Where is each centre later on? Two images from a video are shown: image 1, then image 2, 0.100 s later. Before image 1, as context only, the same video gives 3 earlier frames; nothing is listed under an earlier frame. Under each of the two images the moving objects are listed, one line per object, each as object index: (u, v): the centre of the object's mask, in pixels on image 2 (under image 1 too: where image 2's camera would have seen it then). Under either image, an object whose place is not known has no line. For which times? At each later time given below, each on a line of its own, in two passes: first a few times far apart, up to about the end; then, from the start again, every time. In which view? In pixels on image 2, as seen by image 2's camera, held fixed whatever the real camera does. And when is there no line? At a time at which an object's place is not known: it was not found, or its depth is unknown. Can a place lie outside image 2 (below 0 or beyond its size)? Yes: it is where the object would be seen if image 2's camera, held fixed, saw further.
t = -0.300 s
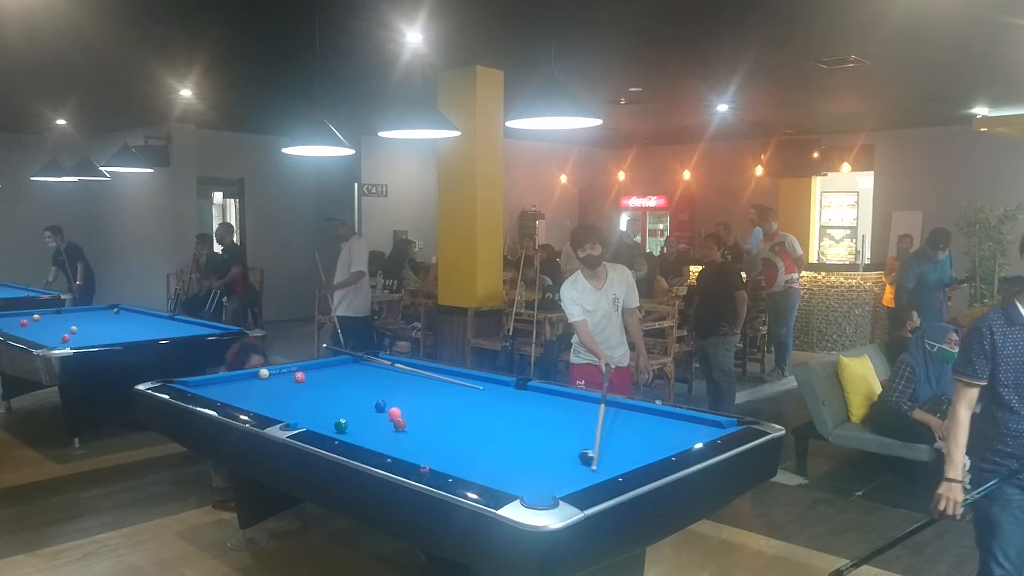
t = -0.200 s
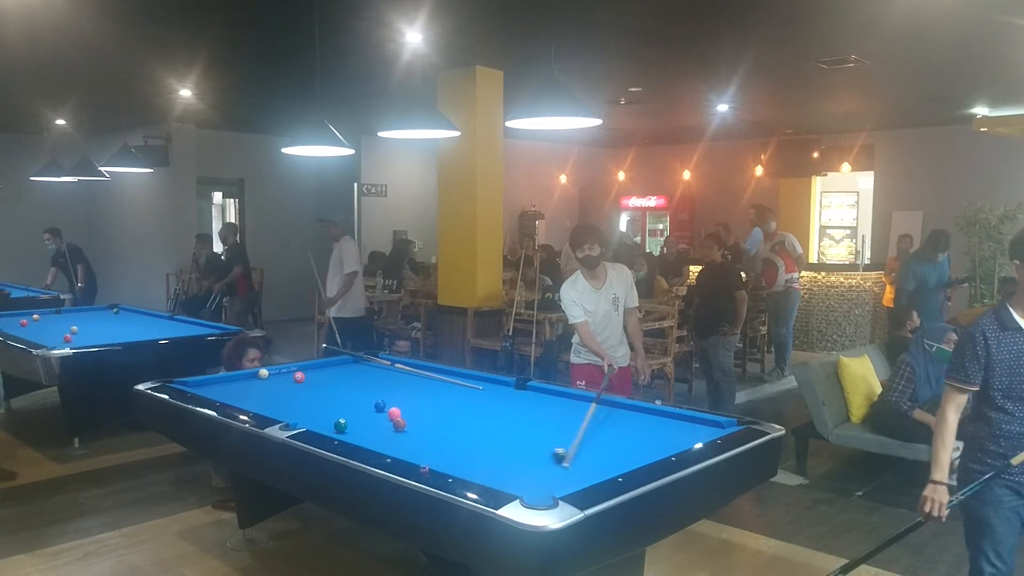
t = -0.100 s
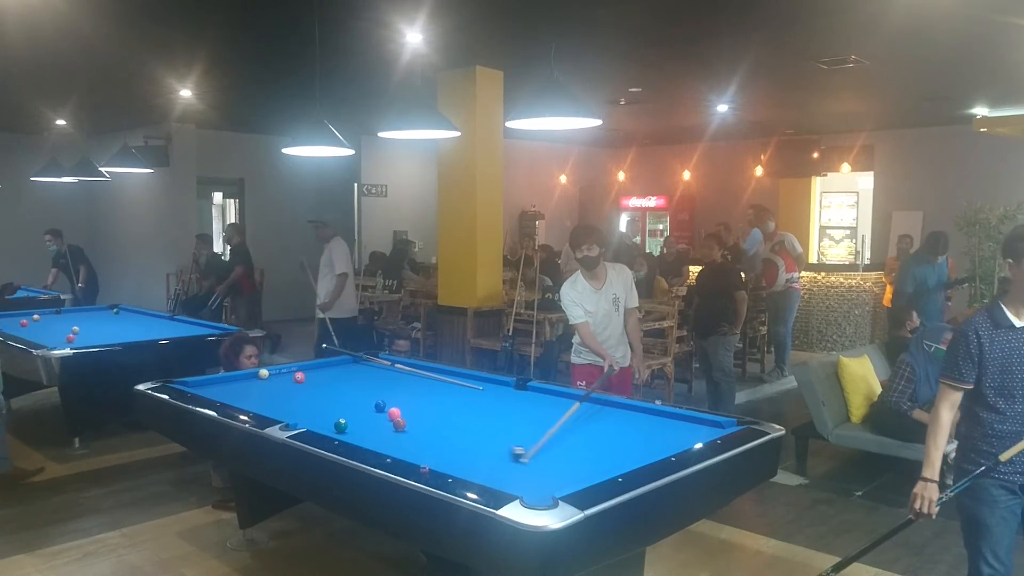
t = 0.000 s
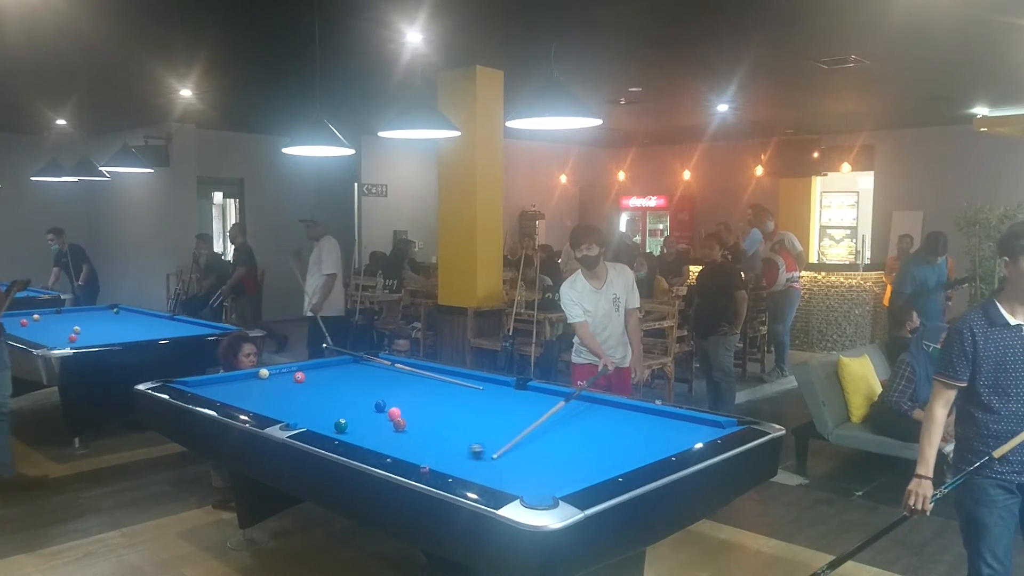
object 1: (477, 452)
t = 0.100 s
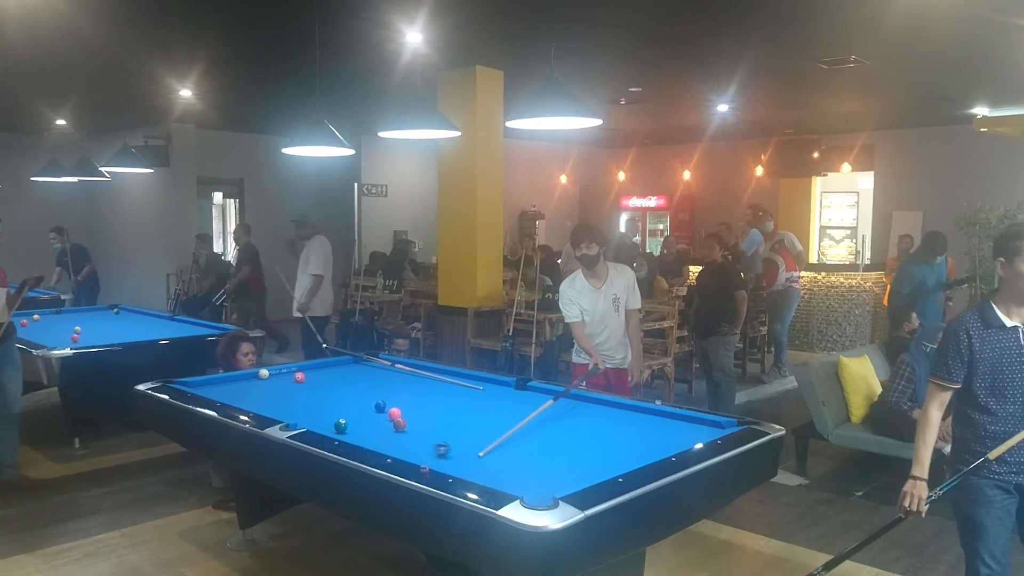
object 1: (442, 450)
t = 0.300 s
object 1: (381, 443)
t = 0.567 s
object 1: (362, 434)
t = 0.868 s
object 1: (352, 420)
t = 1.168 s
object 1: (343, 409)
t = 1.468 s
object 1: (336, 400)
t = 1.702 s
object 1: (332, 393)
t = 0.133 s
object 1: (431, 449)
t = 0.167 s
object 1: (420, 448)
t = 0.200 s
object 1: (410, 448)
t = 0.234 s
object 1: (401, 447)
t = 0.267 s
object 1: (391, 445)
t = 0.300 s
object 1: (381, 443)
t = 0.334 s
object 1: (371, 442)
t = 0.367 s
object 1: (370, 440)
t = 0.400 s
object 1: (368, 439)
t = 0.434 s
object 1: (367, 438)
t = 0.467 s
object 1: (365, 437)
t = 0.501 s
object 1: (365, 436)
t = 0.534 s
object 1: (363, 435)
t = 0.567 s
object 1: (362, 434)
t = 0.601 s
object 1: (361, 432)
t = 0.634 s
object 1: (359, 431)
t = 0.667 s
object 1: (358, 429)
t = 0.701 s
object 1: (357, 427)
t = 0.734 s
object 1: (356, 426)
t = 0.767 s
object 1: (355, 425)
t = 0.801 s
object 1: (354, 423)
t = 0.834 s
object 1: (353, 422)
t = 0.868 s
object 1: (352, 420)
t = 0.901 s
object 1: (351, 419)
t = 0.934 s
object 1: (350, 417)
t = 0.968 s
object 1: (350, 416)
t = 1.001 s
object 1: (348, 415)
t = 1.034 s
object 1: (347, 414)
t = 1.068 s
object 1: (346, 413)
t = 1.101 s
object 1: (345, 412)
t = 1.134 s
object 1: (344, 411)
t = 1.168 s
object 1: (343, 409)
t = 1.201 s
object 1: (343, 408)
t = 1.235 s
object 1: (342, 407)
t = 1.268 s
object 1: (341, 406)
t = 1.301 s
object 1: (340, 405)
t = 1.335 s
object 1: (339, 404)
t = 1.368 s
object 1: (338, 403)
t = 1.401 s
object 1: (338, 402)
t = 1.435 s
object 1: (337, 401)
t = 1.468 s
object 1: (336, 400)
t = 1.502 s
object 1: (336, 399)
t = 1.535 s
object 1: (335, 397)
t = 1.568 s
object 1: (334, 396)
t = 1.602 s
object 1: (334, 396)
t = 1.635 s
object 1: (333, 395)
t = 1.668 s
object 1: (332, 394)
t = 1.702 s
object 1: (332, 393)
